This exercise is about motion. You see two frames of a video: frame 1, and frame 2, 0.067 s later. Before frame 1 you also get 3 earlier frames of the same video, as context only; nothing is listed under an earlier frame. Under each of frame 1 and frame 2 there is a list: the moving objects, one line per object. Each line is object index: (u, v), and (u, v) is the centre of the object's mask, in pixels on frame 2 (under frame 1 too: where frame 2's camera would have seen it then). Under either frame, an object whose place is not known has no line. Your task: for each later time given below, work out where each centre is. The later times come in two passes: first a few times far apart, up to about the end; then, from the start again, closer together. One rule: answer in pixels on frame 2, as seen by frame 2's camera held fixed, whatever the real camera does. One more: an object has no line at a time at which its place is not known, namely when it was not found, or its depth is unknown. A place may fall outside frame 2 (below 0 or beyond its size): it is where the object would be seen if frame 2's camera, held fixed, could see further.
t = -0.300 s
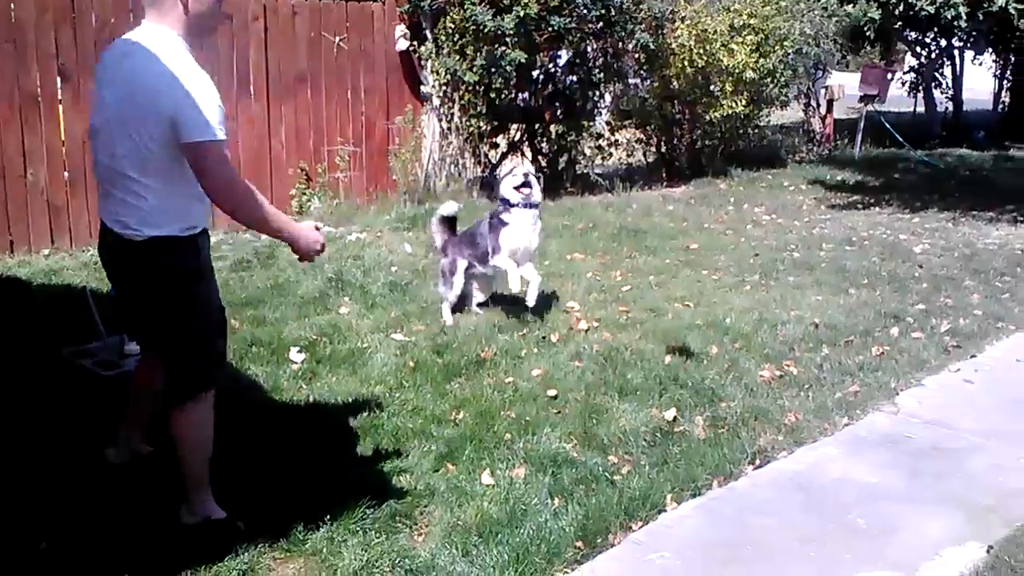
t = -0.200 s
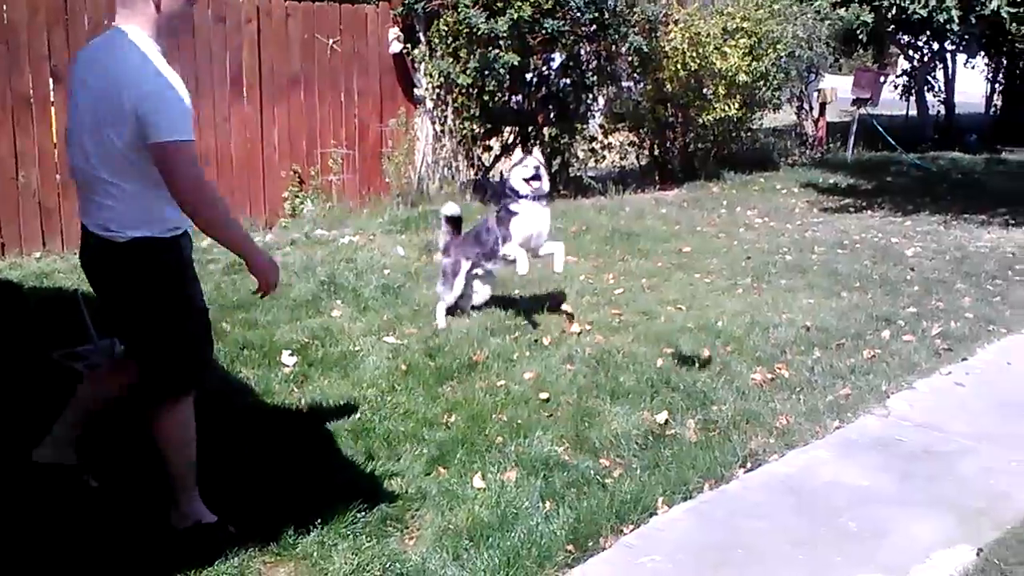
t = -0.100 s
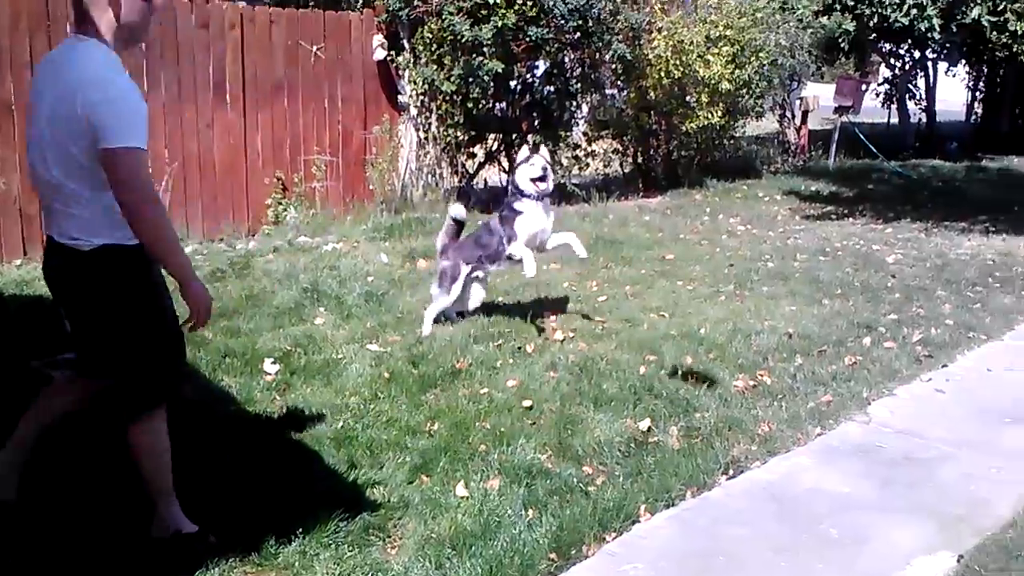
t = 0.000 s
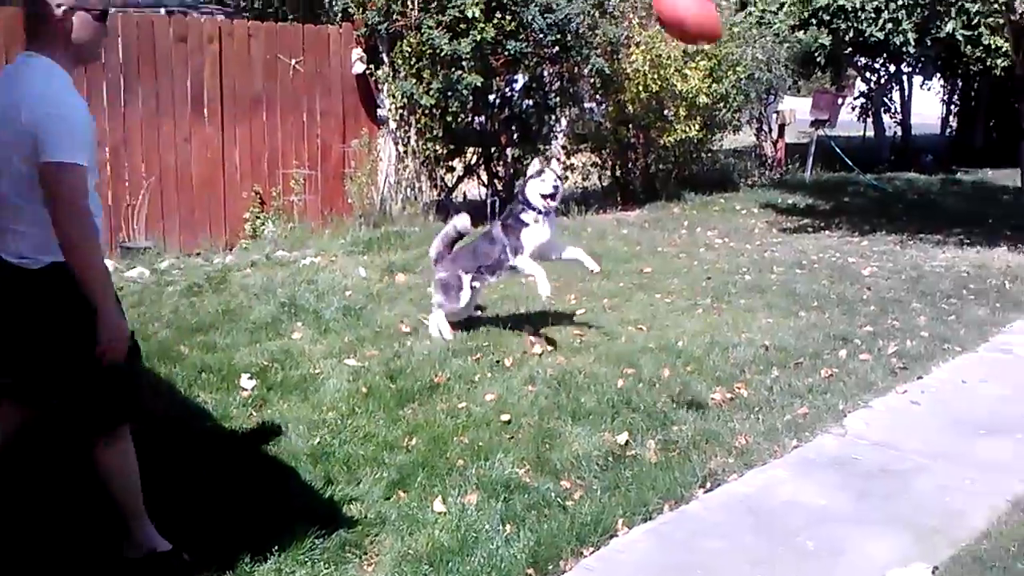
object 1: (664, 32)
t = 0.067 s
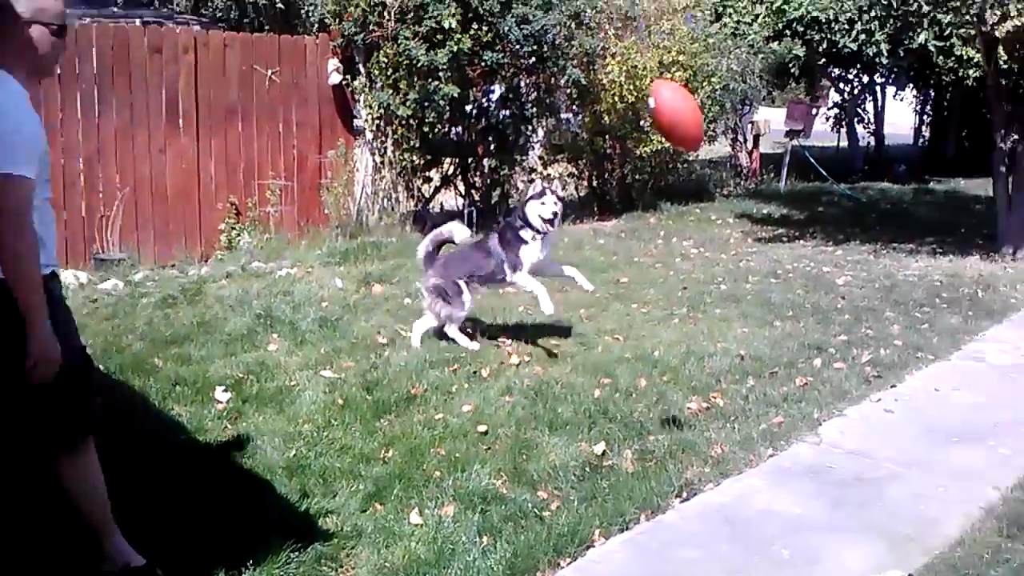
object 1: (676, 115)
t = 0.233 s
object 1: (708, 383)
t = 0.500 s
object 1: (876, 304)
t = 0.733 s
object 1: (1073, 229)
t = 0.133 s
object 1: (689, 214)
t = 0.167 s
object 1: (695, 268)
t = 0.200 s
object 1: (702, 324)
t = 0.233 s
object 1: (708, 383)
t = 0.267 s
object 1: (713, 442)
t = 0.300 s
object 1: (724, 473)
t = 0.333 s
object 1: (748, 439)
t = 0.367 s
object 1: (773, 407)
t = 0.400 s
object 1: (800, 378)
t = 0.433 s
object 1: (824, 351)
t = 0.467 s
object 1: (851, 326)
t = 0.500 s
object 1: (876, 304)
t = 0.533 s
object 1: (904, 285)
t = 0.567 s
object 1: (929, 266)
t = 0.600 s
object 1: (957, 252)
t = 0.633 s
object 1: (985, 241)
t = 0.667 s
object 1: (1014, 233)
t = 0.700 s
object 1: (1043, 228)
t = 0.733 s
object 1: (1073, 229)
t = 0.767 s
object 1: (1099, 231)
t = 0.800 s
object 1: (1130, 235)
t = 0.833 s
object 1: (1160, 246)
